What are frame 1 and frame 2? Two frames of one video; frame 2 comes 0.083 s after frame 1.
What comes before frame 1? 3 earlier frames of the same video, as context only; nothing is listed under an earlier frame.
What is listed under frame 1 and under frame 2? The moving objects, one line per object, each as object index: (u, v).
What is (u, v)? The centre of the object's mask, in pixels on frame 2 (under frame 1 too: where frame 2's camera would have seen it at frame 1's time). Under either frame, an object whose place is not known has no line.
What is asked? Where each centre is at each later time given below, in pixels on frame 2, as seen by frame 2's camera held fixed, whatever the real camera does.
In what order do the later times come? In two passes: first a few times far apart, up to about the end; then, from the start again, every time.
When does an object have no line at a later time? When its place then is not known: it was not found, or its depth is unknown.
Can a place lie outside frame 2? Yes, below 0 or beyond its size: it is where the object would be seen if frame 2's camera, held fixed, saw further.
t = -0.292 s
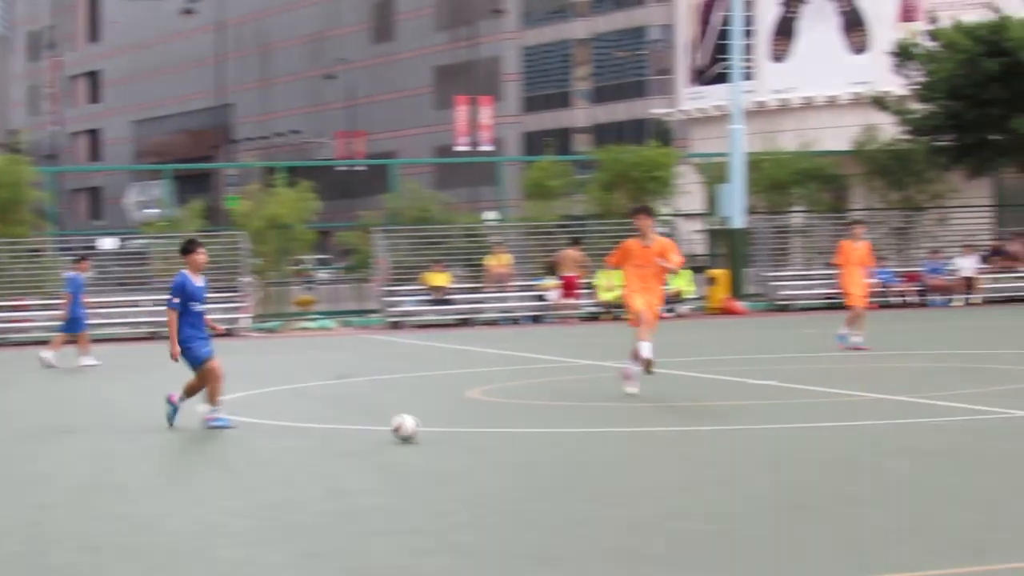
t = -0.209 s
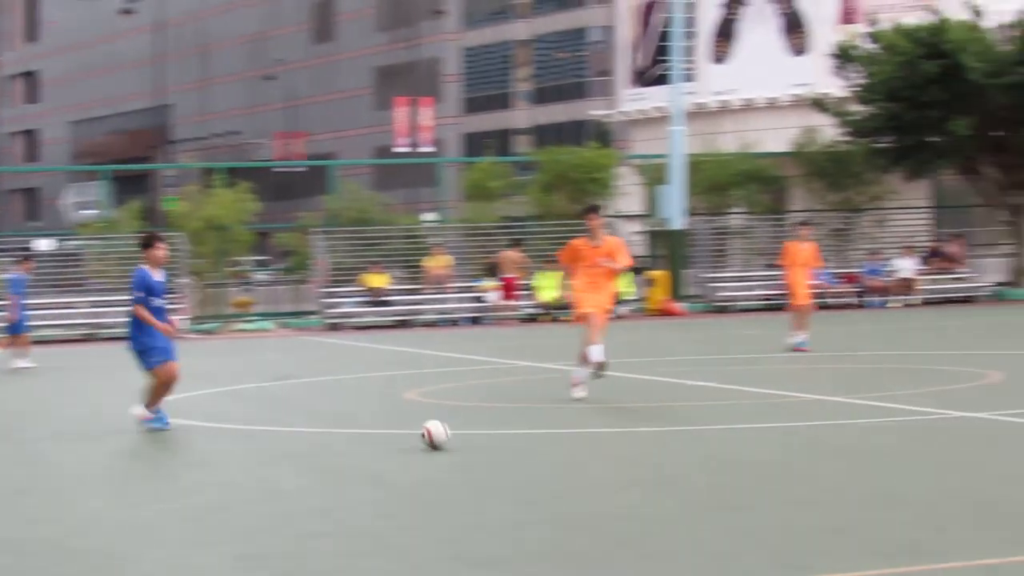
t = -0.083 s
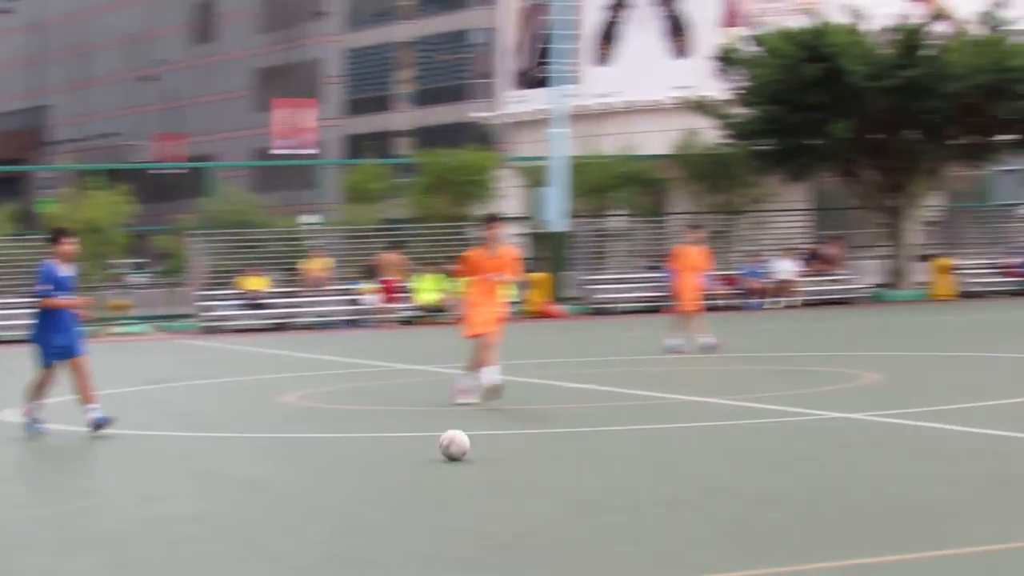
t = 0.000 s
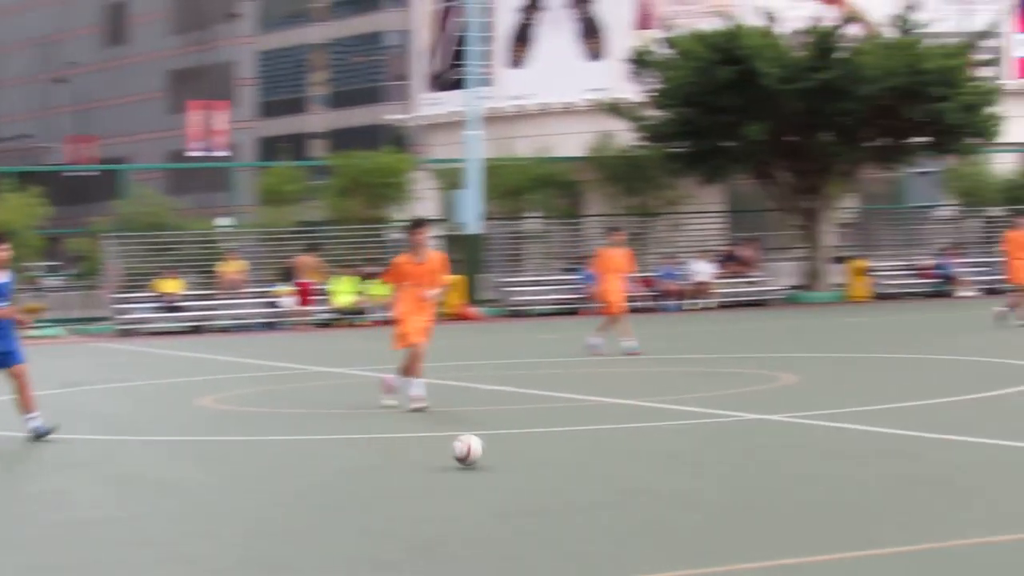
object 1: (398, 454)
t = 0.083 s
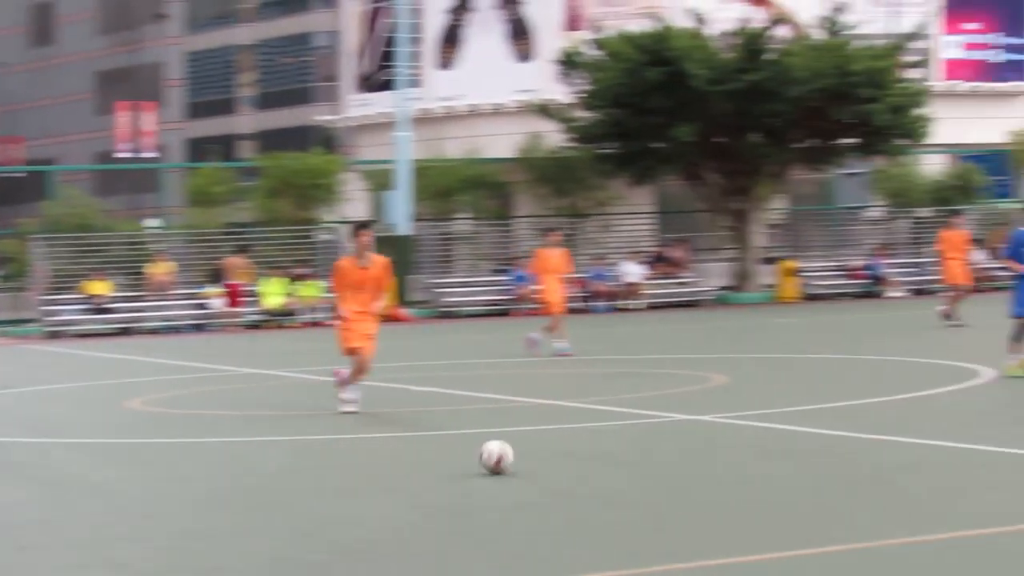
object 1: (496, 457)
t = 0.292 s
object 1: (720, 460)
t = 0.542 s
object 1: (1010, 471)
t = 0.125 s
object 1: (541, 455)
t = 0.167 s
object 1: (587, 457)
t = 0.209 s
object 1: (633, 463)
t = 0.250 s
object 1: (677, 462)
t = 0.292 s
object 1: (720, 460)
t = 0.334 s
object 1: (764, 461)
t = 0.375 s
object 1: (808, 466)
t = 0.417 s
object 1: (856, 474)
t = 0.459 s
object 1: (905, 469)
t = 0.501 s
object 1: (956, 468)
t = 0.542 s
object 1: (1010, 471)
